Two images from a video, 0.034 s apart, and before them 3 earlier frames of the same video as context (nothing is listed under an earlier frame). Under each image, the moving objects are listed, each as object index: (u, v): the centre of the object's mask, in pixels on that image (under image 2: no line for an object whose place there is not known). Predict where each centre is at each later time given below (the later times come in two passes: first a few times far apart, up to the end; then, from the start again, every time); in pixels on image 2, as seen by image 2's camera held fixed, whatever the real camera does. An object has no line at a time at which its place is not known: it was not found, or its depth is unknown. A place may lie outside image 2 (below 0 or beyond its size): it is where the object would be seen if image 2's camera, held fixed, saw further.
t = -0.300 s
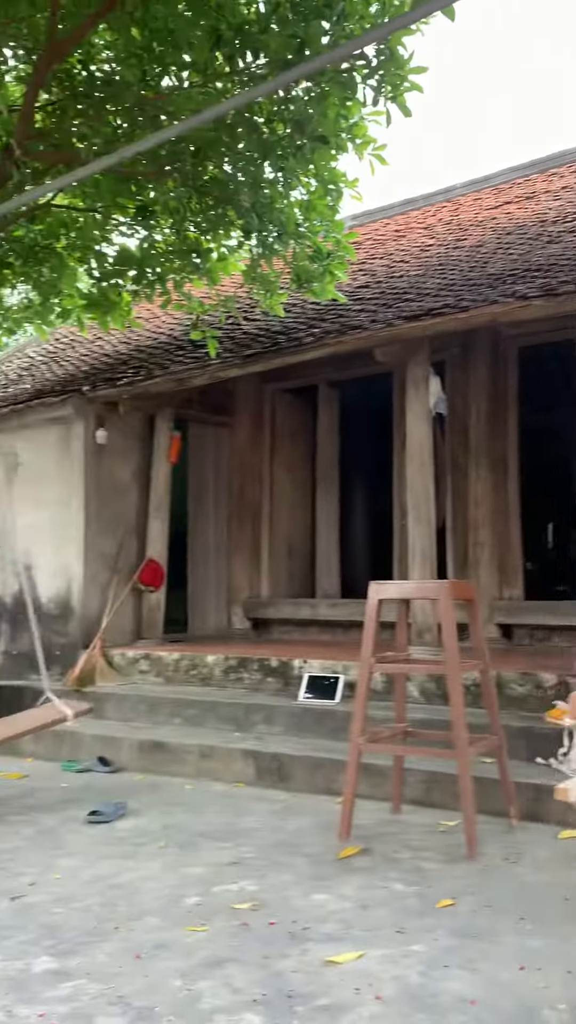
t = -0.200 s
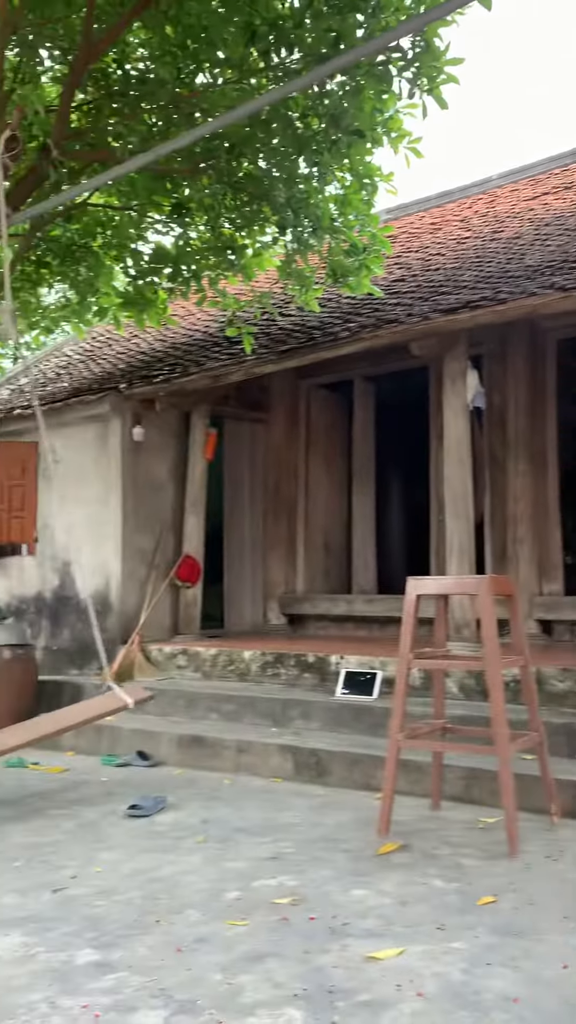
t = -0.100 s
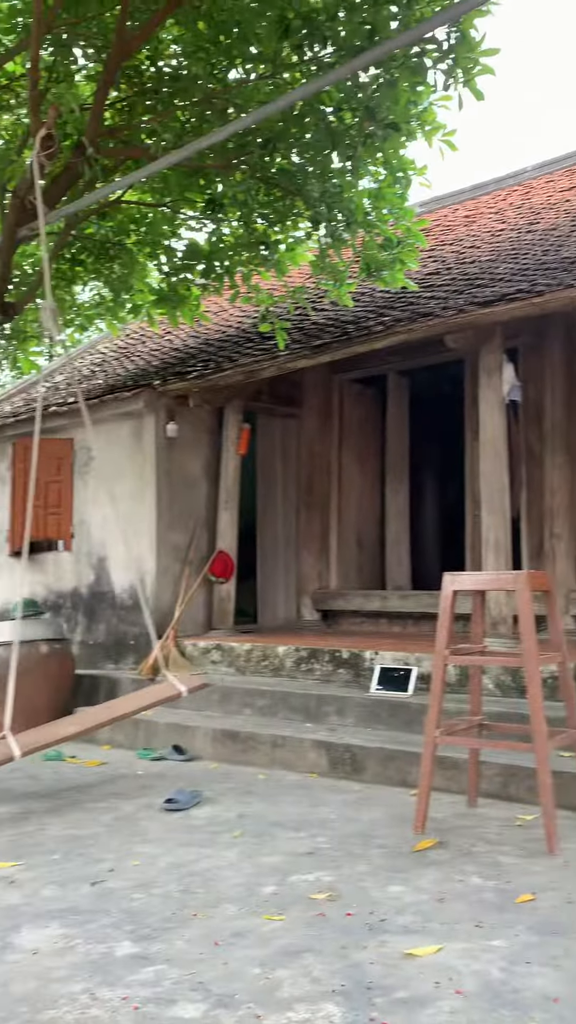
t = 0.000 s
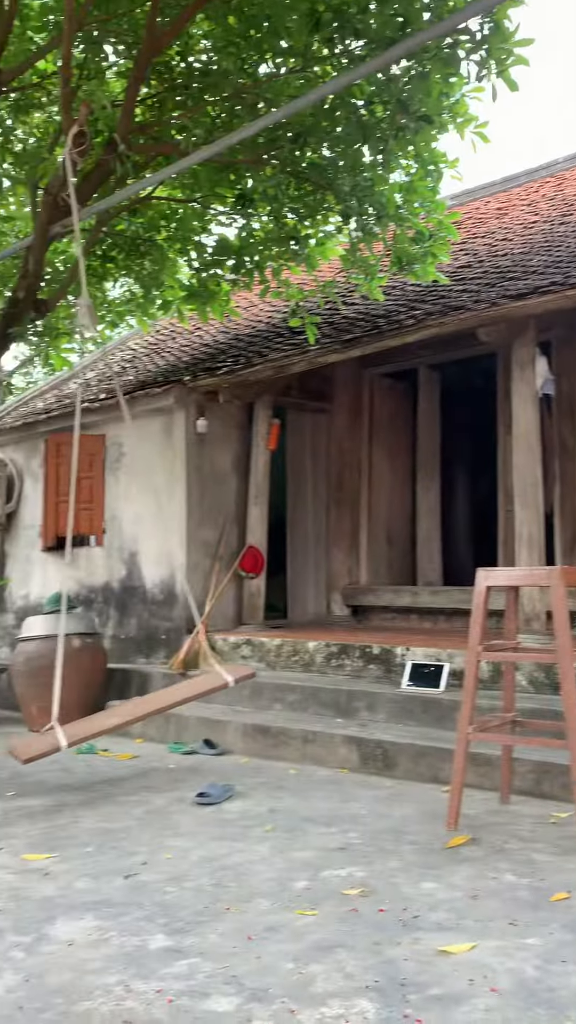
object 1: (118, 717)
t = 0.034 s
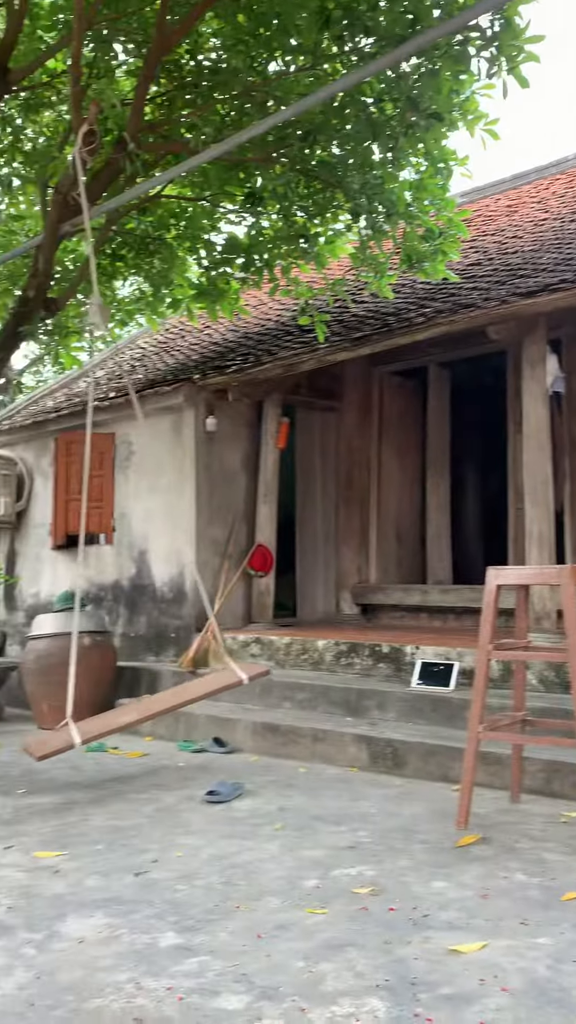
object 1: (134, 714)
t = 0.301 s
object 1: (159, 709)
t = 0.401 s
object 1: (163, 709)
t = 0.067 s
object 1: (136, 713)
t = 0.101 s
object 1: (151, 708)
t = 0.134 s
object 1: (145, 711)
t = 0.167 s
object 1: (148, 711)
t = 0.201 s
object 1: (152, 710)
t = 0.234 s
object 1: (154, 710)
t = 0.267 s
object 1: (157, 709)
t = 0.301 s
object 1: (159, 709)
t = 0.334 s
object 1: (161, 710)
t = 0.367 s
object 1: (162, 709)
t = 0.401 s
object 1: (163, 709)
